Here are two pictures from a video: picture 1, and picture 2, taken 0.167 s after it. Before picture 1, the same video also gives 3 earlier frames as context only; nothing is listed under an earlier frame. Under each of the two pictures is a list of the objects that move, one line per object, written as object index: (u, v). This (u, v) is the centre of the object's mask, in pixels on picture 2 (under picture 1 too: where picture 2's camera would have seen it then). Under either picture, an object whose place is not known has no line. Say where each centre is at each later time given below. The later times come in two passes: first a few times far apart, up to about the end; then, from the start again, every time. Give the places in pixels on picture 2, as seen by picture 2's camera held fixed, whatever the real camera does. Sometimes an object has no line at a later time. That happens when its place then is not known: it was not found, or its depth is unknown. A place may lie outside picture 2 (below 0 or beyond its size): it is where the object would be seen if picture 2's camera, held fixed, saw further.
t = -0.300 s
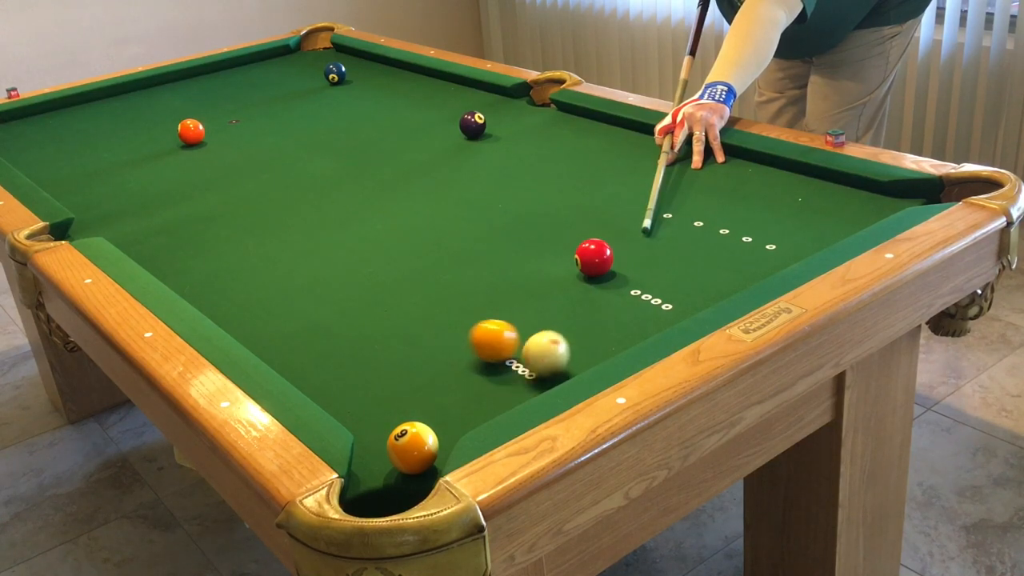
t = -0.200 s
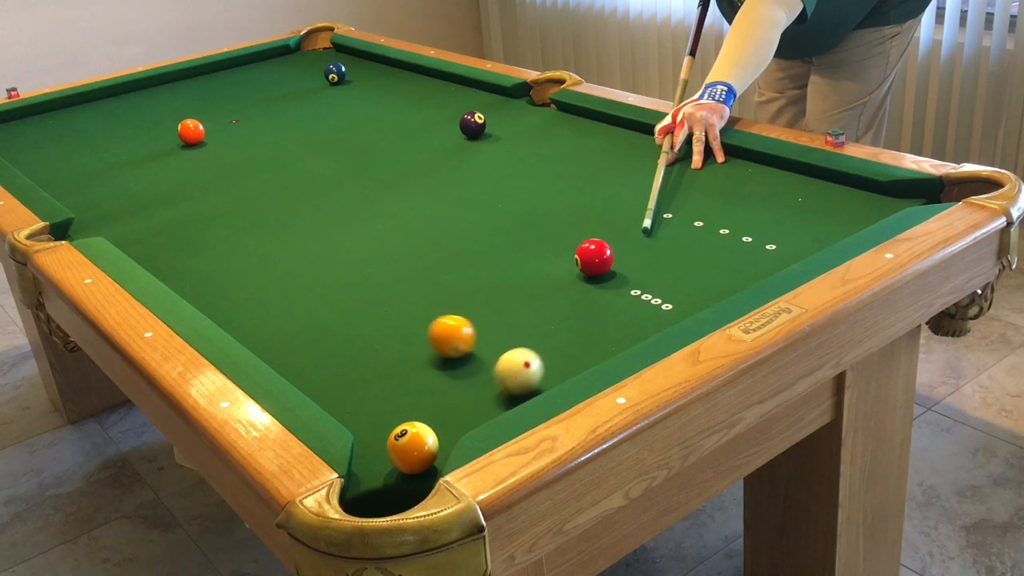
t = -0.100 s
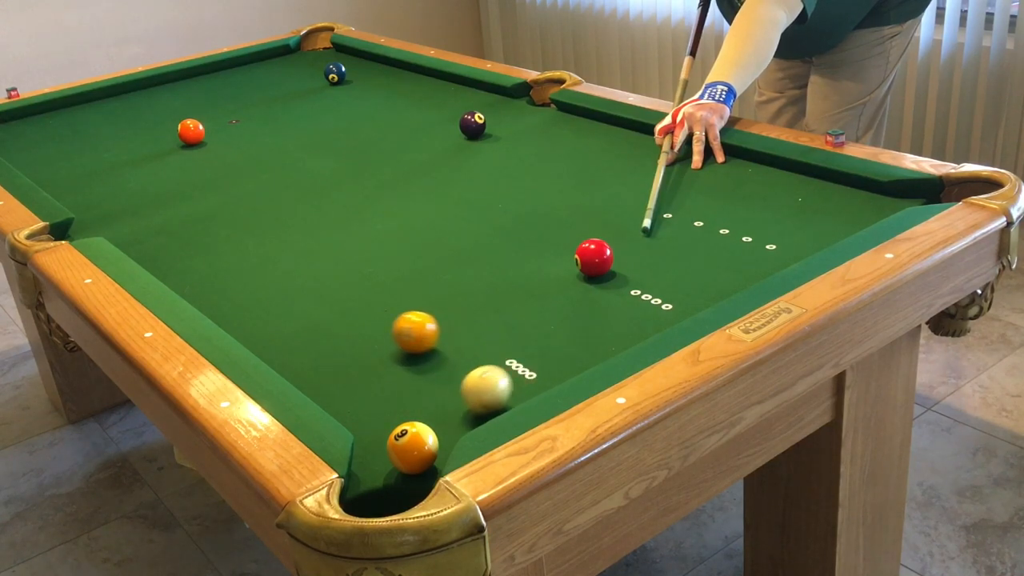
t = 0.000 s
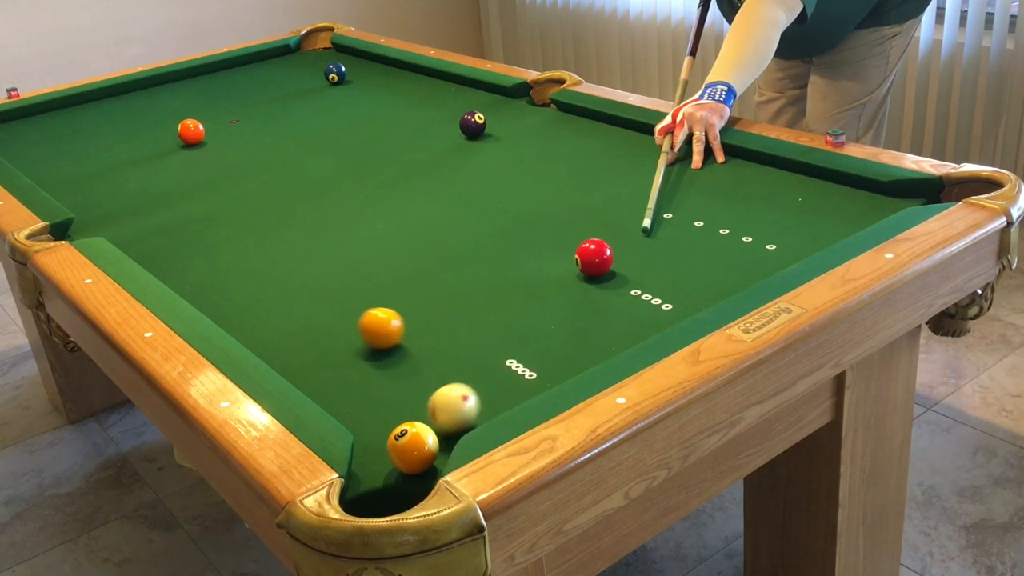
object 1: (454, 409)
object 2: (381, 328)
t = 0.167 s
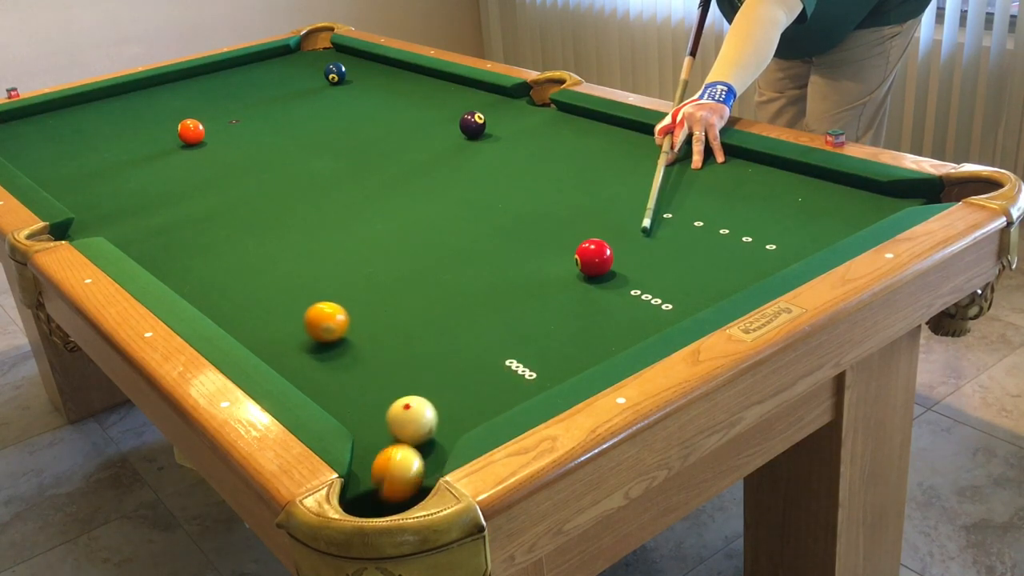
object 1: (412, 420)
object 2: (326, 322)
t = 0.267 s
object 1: (390, 423)
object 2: (295, 318)
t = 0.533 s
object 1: (372, 409)
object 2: (222, 308)
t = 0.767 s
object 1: (370, 390)
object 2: (217, 287)
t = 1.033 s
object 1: (368, 373)
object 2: (213, 265)
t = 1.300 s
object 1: (367, 358)
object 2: (210, 247)
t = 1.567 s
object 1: (366, 345)
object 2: (207, 231)
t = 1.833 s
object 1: (365, 335)
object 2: (204, 217)
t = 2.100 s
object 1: (366, 328)
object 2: (202, 205)
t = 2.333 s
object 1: (366, 322)
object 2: (200, 196)
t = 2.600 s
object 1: (366, 318)
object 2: (199, 187)
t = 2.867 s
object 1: (365, 316)
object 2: (197, 179)
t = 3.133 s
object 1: (363, 316)
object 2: (196, 173)
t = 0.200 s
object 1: (404, 421)
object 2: (316, 321)
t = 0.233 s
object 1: (398, 422)
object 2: (305, 320)
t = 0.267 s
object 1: (390, 423)
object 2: (295, 318)
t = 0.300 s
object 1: (384, 424)
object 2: (285, 317)
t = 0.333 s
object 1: (377, 425)
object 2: (275, 316)
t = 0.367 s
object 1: (373, 424)
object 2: (266, 315)
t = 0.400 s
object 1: (373, 421)
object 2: (256, 314)
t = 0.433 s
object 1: (372, 418)
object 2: (246, 313)
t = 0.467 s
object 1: (372, 415)
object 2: (237, 311)
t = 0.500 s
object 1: (371, 412)
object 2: (228, 310)
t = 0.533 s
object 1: (372, 409)
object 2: (222, 308)
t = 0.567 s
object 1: (371, 406)
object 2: (221, 305)
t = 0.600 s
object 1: (371, 403)
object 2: (220, 302)
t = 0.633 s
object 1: (371, 401)
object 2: (219, 299)
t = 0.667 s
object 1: (370, 398)
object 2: (219, 296)
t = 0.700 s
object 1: (370, 395)
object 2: (218, 293)
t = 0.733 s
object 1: (370, 393)
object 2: (218, 290)
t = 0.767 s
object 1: (370, 390)
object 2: (217, 287)
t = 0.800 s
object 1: (370, 388)
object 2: (217, 284)
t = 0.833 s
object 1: (370, 386)
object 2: (216, 281)
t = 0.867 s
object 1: (369, 384)
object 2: (216, 278)
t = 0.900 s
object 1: (369, 381)
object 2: (215, 276)
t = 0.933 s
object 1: (369, 379)
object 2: (215, 273)
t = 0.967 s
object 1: (369, 377)
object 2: (214, 270)
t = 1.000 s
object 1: (369, 374)
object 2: (214, 268)
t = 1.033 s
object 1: (368, 373)
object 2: (213, 265)
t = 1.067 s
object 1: (368, 371)
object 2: (212, 263)
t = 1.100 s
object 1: (368, 369)
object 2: (212, 260)
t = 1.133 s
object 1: (368, 367)
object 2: (212, 258)
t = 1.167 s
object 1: (367, 365)
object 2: (211, 256)
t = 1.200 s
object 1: (367, 363)
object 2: (211, 253)
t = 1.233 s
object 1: (367, 361)
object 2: (210, 251)
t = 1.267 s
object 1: (367, 359)
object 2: (210, 249)
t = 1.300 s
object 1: (367, 358)
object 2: (210, 247)
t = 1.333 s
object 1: (366, 356)
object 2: (209, 244)
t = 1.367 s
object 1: (366, 355)
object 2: (209, 243)
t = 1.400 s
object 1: (366, 353)
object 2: (208, 240)
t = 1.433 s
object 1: (366, 351)
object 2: (208, 238)
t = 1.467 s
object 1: (366, 350)
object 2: (208, 237)
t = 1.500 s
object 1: (366, 348)
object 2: (207, 235)
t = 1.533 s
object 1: (366, 347)
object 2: (207, 233)
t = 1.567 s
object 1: (366, 345)
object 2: (207, 231)
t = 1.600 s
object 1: (366, 344)
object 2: (206, 229)
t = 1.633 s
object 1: (366, 343)
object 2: (206, 227)
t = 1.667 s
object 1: (366, 341)
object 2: (206, 225)
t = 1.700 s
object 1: (366, 340)
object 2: (205, 224)
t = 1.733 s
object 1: (365, 339)
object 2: (205, 222)
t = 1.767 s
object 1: (365, 338)
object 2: (205, 220)
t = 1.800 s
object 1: (365, 337)
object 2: (204, 218)
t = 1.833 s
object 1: (365, 335)
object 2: (204, 217)
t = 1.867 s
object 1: (365, 334)
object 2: (204, 215)
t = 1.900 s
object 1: (365, 333)
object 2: (204, 214)
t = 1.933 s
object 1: (365, 332)
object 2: (203, 212)
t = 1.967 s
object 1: (365, 331)
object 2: (203, 211)
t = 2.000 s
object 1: (365, 330)
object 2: (203, 209)
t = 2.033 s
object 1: (365, 329)
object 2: (203, 208)
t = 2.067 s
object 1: (365, 329)
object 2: (202, 206)
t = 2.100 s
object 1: (366, 328)
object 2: (202, 205)
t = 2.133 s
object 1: (366, 327)
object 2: (202, 204)
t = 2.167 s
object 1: (366, 326)
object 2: (202, 202)
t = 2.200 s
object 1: (366, 325)
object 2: (201, 201)
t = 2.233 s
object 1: (366, 324)
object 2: (201, 200)
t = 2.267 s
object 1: (366, 323)
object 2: (201, 199)
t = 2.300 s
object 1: (366, 323)
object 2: (201, 198)
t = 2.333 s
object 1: (366, 322)
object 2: (200, 196)
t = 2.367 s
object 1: (366, 321)
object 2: (200, 195)
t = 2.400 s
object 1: (366, 321)
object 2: (200, 194)
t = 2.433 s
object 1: (366, 320)
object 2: (200, 193)
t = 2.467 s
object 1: (366, 319)
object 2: (199, 191)
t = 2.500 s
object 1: (366, 319)
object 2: (199, 190)
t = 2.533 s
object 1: (366, 319)
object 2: (199, 189)
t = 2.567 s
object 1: (366, 318)
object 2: (199, 188)
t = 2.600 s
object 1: (366, 318)
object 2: (199, 187)
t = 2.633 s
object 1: (366, 317)
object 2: (198, 186)
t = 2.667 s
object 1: (366, 317)
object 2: (198, 185)
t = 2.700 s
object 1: (366, 317)
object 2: (198, 184)
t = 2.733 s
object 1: (366, 316)
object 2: (198, 183)
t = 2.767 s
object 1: (365, 316)
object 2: (198, 182)
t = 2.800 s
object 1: (365, 316)
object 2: (197, 181)
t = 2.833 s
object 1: (365, 316)
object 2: (197, 180)
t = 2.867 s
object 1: (365, 316)
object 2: (197, 179)
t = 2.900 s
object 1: (364, 316)
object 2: (197, 178)
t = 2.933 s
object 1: (364, 315)
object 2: (197, 178)
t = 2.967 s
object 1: (364, 315)
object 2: (197, 176)
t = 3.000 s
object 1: (364, 316)
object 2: (196, 176)
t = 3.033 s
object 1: (363, 315)
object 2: (196, 175)
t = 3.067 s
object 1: (363, 315)
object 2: (196, 174)
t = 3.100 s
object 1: (363, 316)
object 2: (196, 173)
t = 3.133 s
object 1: (363, 316)
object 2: (196, 173)
